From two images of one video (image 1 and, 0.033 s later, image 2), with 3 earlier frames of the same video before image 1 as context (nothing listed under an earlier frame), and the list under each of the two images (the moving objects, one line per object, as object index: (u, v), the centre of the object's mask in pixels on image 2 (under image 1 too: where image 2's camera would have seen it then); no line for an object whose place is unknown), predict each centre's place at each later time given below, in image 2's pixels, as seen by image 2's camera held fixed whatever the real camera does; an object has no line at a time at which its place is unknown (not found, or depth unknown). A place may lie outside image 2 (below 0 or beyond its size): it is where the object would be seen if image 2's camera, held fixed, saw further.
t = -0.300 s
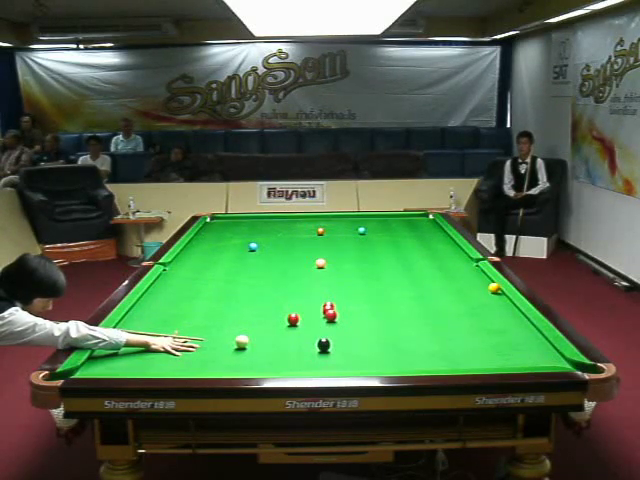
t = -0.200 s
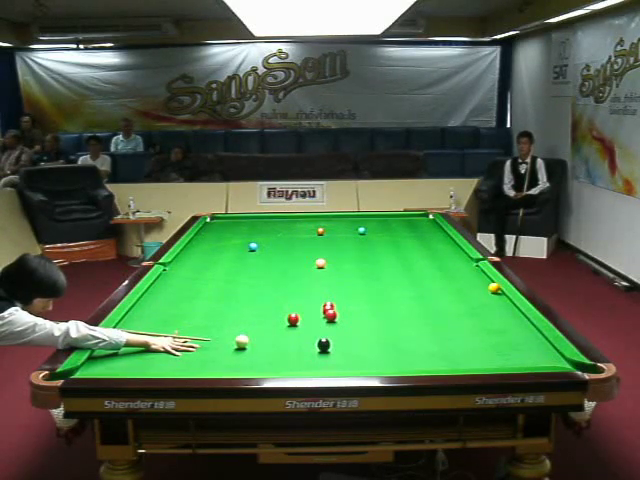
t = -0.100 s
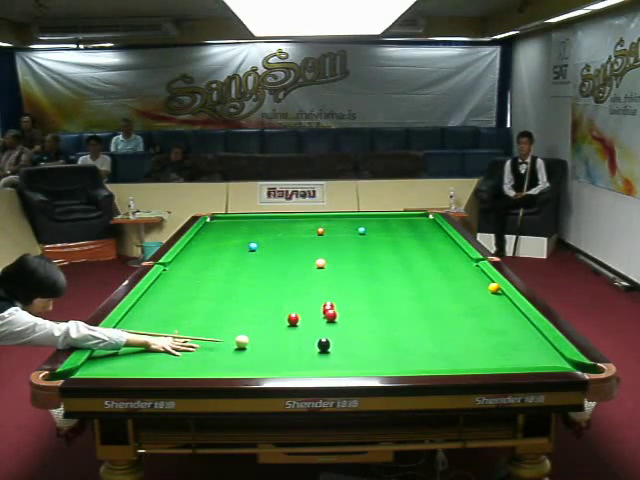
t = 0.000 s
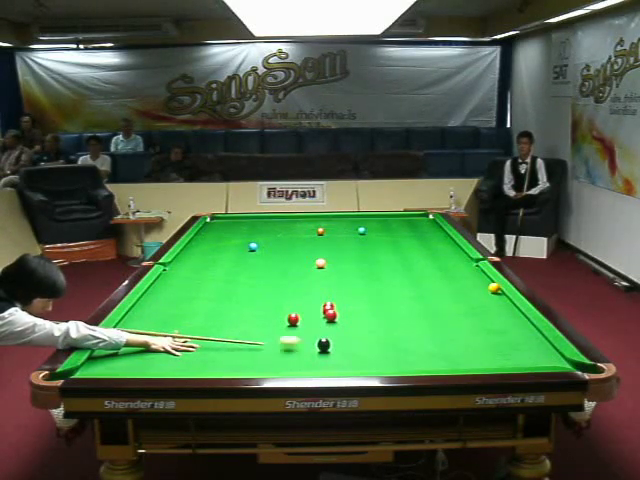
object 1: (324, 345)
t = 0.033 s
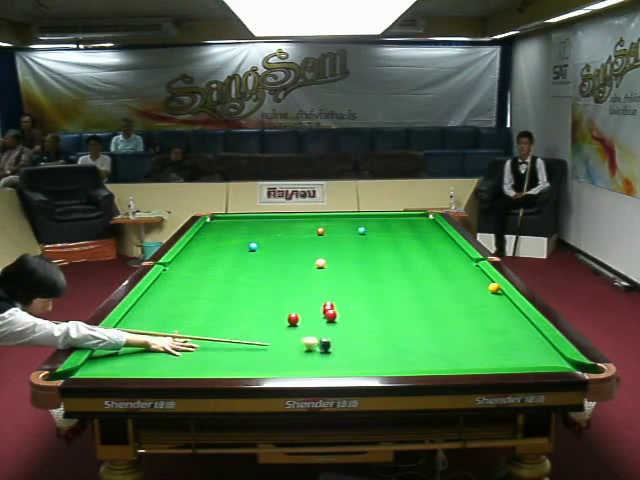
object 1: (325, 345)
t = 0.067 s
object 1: (342, 346)
